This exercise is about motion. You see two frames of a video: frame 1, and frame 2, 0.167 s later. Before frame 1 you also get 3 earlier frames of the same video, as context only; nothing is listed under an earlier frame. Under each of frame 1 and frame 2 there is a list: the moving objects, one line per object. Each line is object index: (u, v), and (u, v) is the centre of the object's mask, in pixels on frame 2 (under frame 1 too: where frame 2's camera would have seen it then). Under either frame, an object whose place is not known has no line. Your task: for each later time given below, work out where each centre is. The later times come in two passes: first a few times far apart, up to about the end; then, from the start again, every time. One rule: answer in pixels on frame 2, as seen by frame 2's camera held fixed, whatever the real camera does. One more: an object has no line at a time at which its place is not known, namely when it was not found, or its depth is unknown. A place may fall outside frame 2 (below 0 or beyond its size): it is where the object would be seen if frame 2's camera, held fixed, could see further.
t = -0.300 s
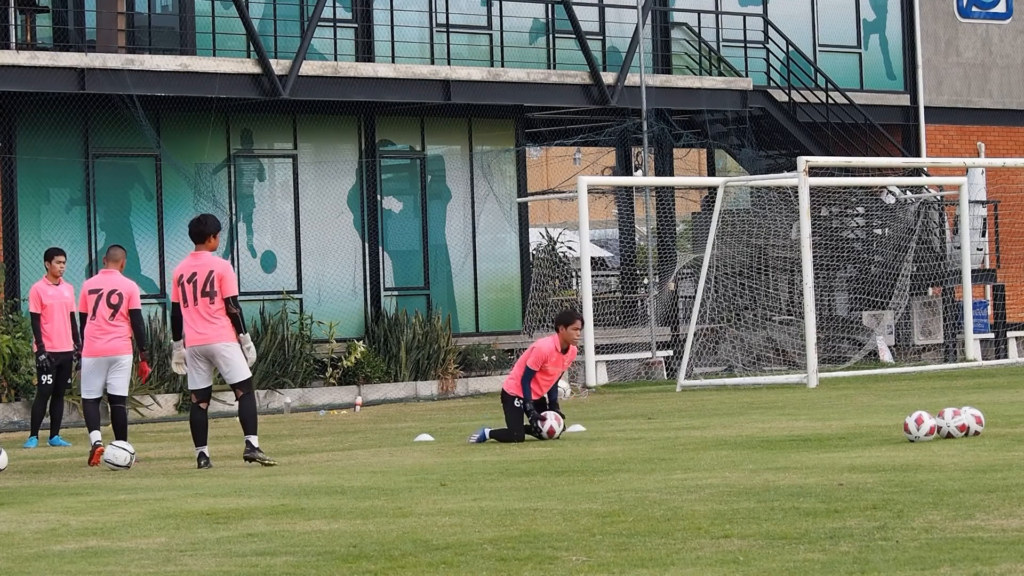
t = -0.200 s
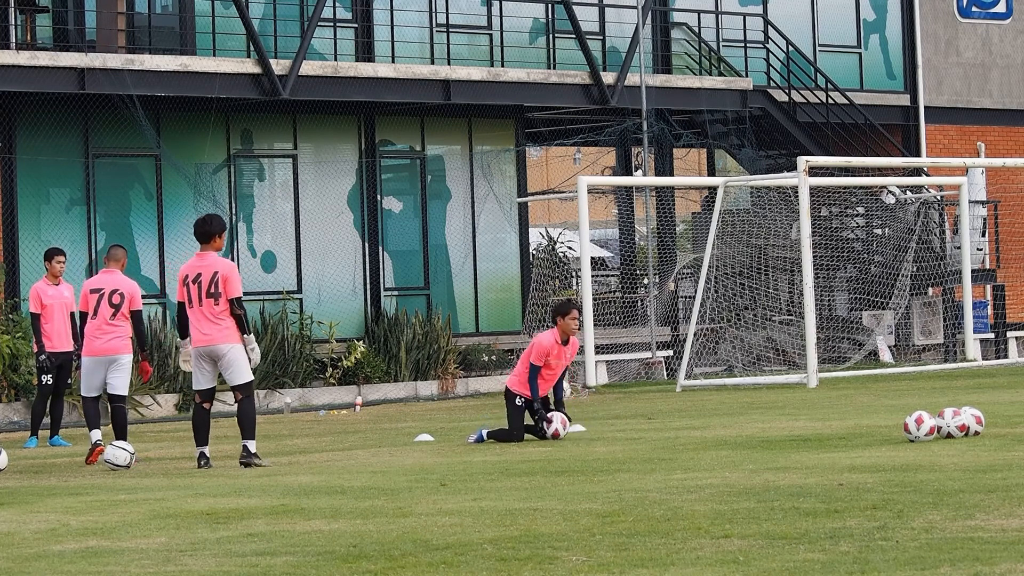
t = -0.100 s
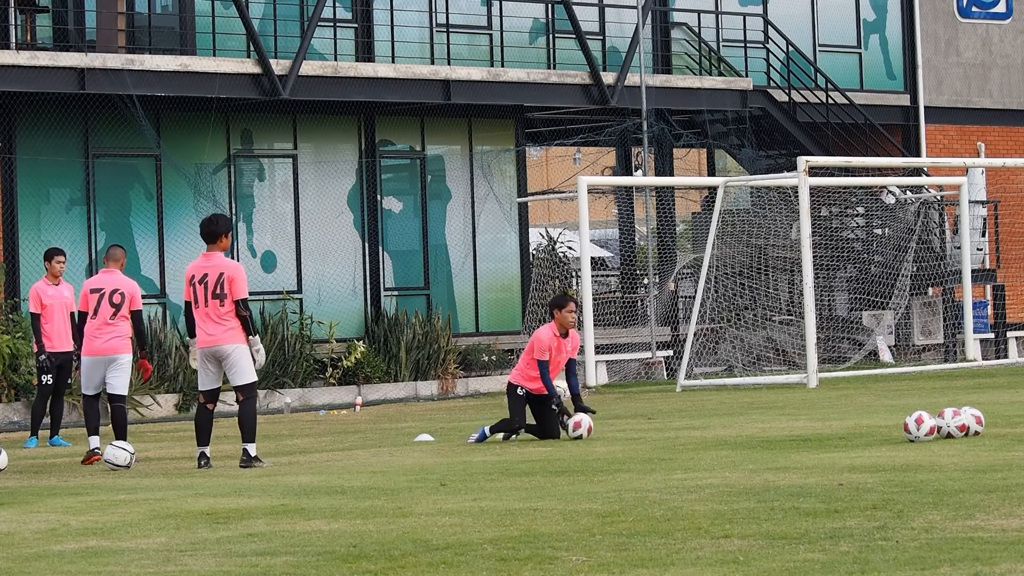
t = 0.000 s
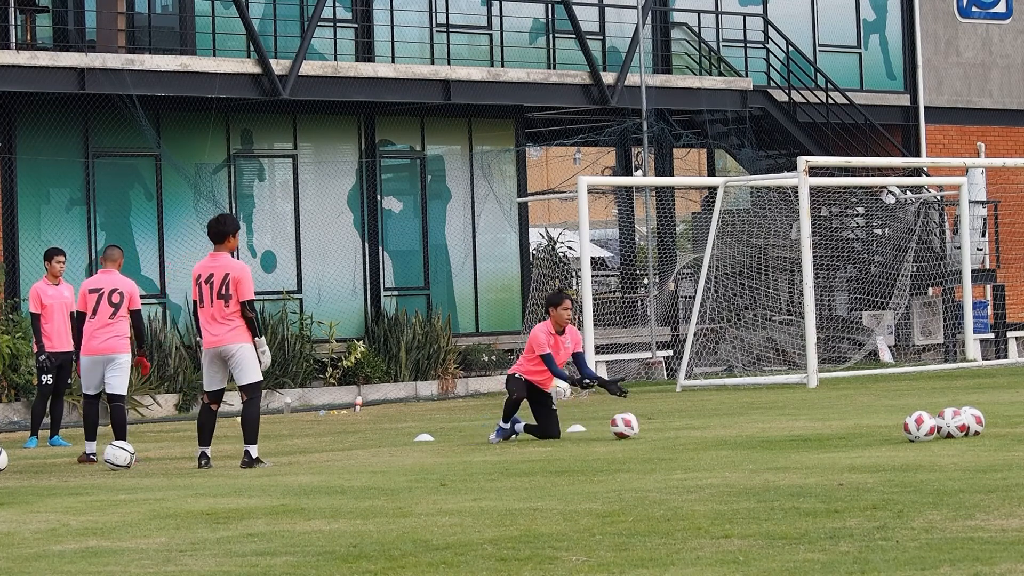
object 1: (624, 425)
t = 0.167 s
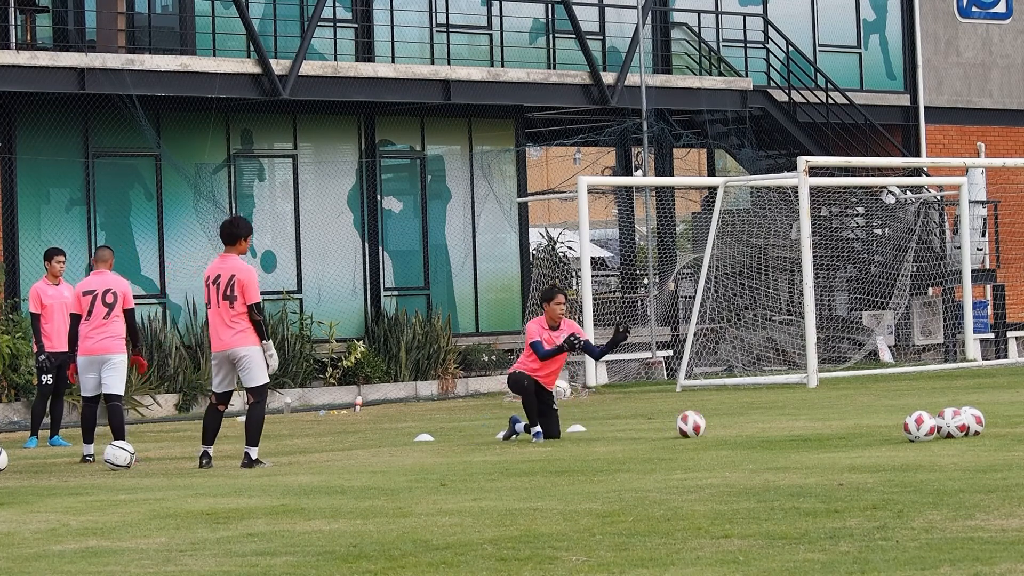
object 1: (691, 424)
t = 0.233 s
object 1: (713, 422)
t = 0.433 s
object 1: (778, 421)
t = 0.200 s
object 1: (702, 423)
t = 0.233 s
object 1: (713, 422)
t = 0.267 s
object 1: (723, 421)
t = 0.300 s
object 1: (735, 422)
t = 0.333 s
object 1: (746, 423)
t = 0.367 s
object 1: (756, 421)
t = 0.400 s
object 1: (767, 420)
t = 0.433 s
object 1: (778, 421)
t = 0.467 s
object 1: (788, 421)
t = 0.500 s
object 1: (798, 420)
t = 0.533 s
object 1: (809, 420)
